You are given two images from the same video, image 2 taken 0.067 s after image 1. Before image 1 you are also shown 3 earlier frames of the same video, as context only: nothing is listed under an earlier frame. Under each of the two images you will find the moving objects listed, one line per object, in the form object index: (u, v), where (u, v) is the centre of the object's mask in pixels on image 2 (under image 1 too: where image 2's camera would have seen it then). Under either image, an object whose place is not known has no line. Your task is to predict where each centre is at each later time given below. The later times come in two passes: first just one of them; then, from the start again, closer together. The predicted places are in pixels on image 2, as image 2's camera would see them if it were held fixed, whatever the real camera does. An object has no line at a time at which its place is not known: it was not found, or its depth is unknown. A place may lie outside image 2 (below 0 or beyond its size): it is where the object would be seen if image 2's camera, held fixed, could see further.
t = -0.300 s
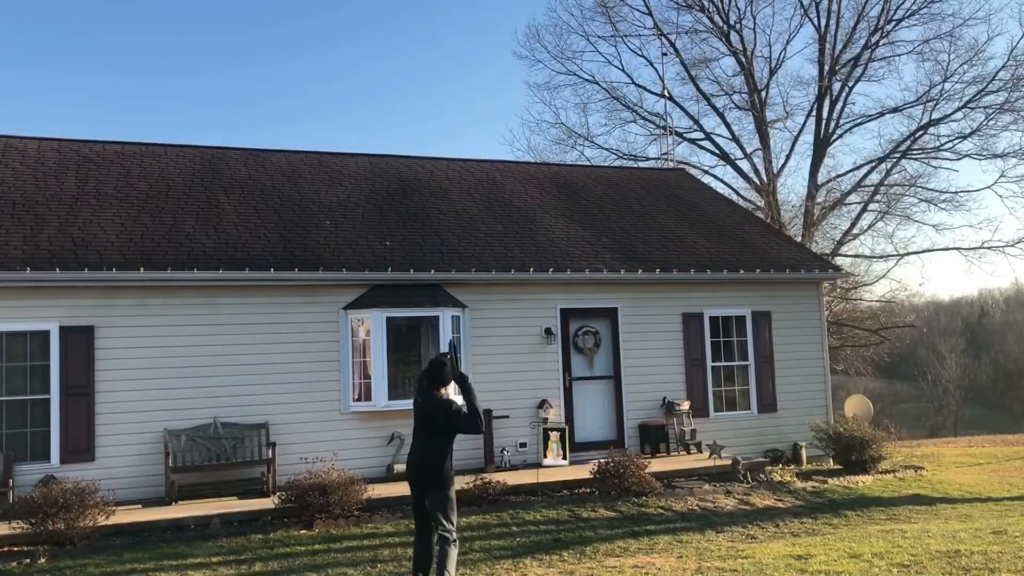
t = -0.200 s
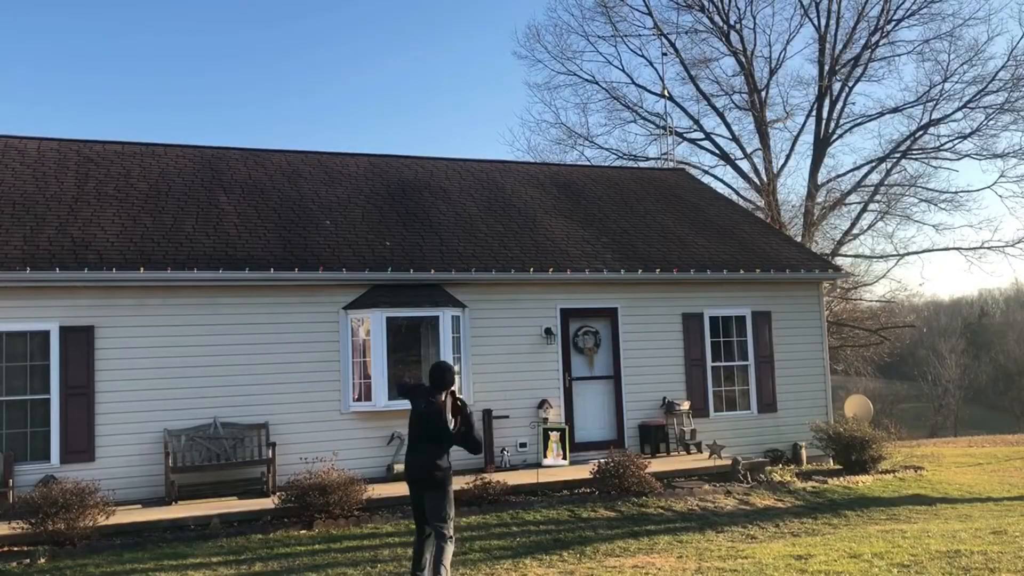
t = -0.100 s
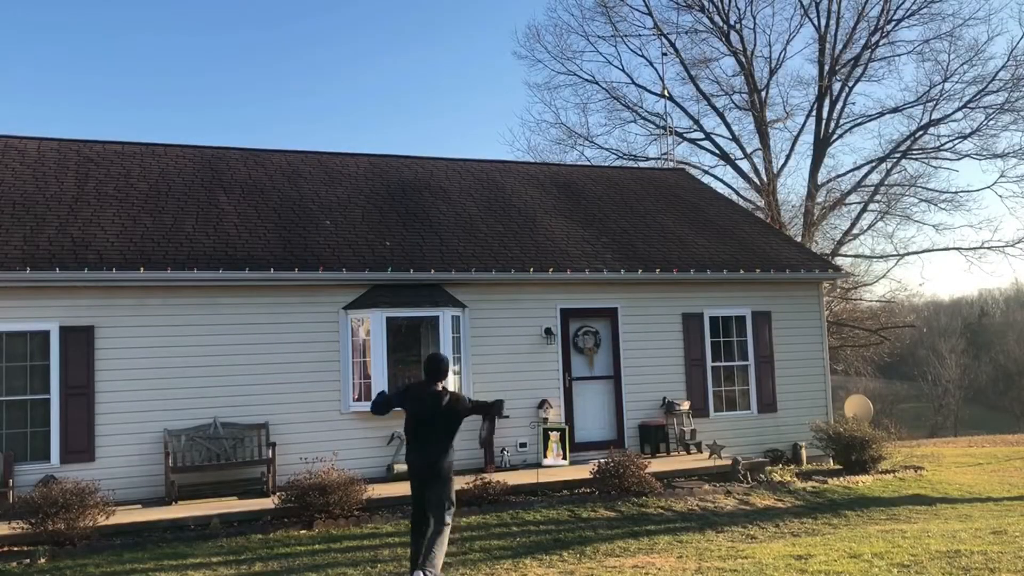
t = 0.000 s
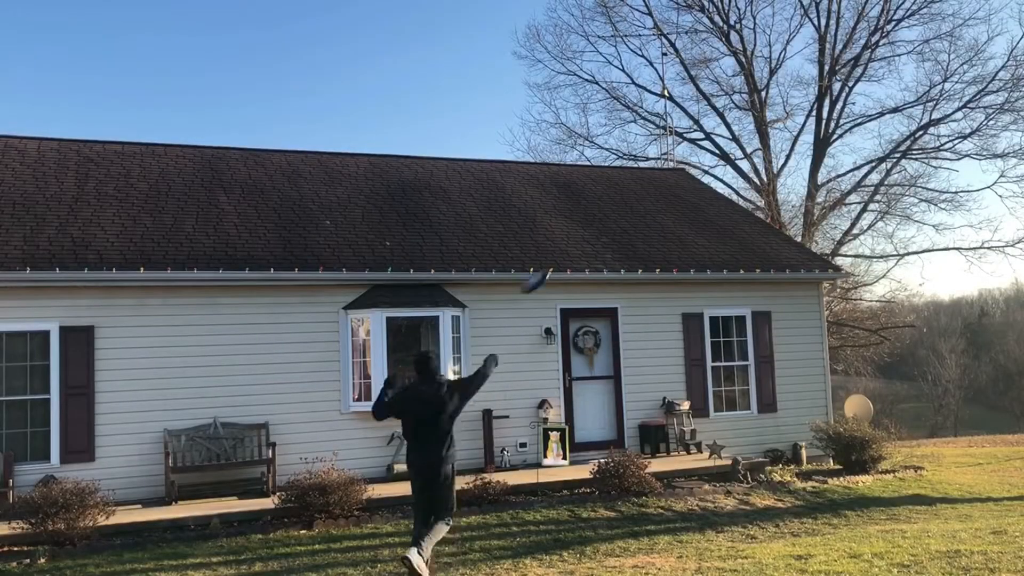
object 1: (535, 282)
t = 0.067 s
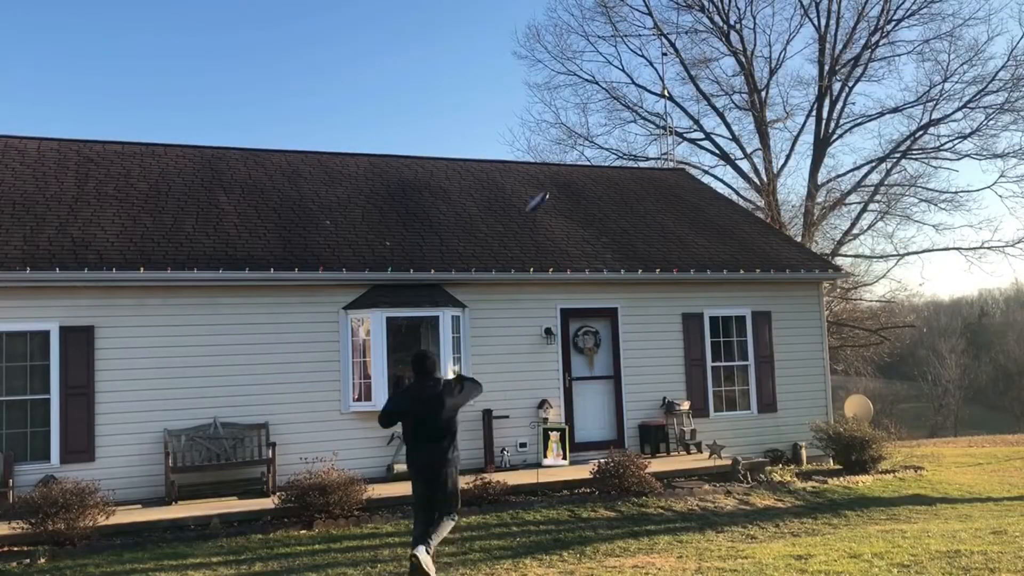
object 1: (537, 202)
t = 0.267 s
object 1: (545, 75)
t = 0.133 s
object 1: (540, 146)
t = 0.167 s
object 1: (541, 124)
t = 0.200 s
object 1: (543, 105)
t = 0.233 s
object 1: (544, 89)
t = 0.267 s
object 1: (545, 75)
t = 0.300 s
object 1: (545, 63)
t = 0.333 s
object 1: (546, 53)
